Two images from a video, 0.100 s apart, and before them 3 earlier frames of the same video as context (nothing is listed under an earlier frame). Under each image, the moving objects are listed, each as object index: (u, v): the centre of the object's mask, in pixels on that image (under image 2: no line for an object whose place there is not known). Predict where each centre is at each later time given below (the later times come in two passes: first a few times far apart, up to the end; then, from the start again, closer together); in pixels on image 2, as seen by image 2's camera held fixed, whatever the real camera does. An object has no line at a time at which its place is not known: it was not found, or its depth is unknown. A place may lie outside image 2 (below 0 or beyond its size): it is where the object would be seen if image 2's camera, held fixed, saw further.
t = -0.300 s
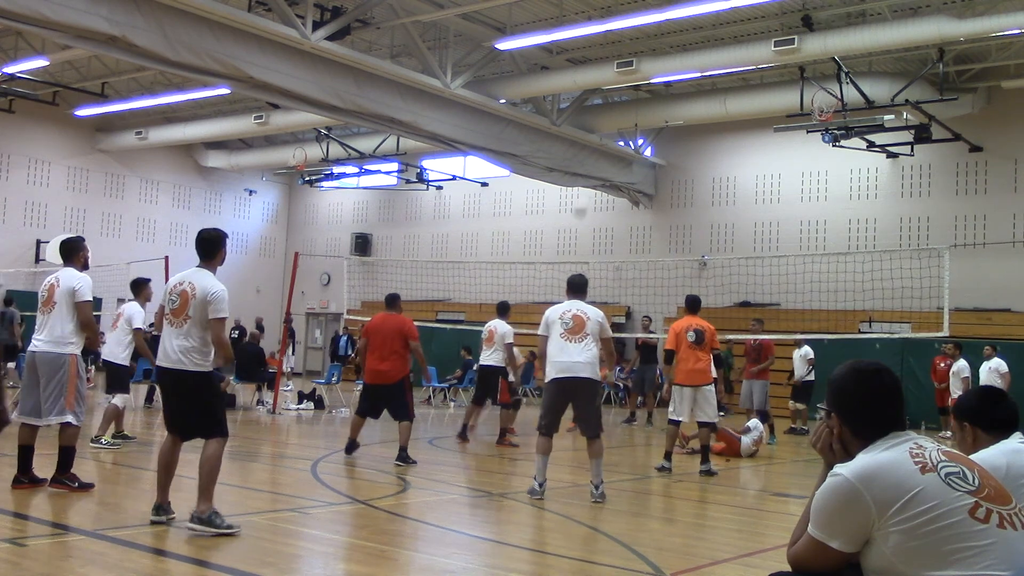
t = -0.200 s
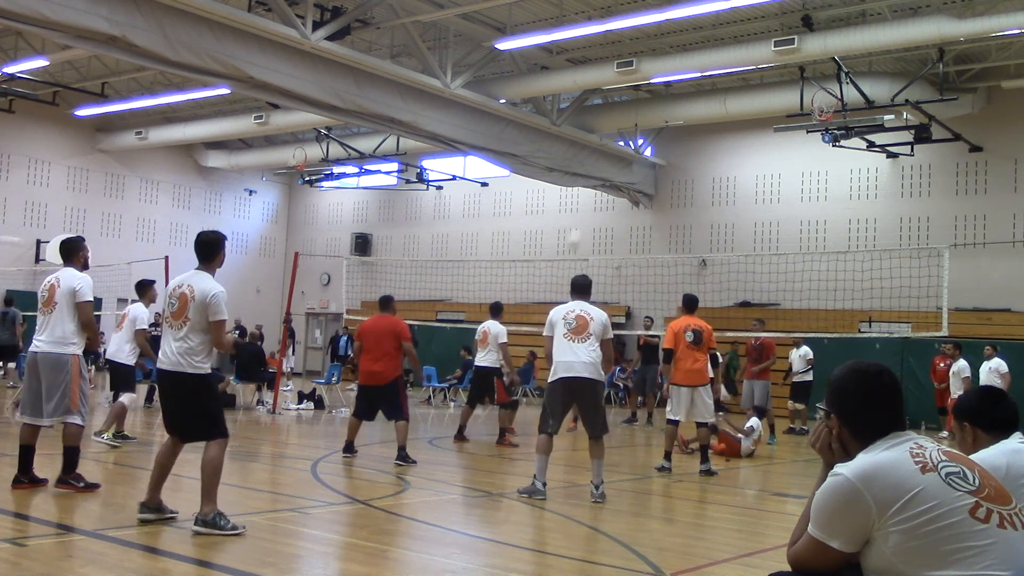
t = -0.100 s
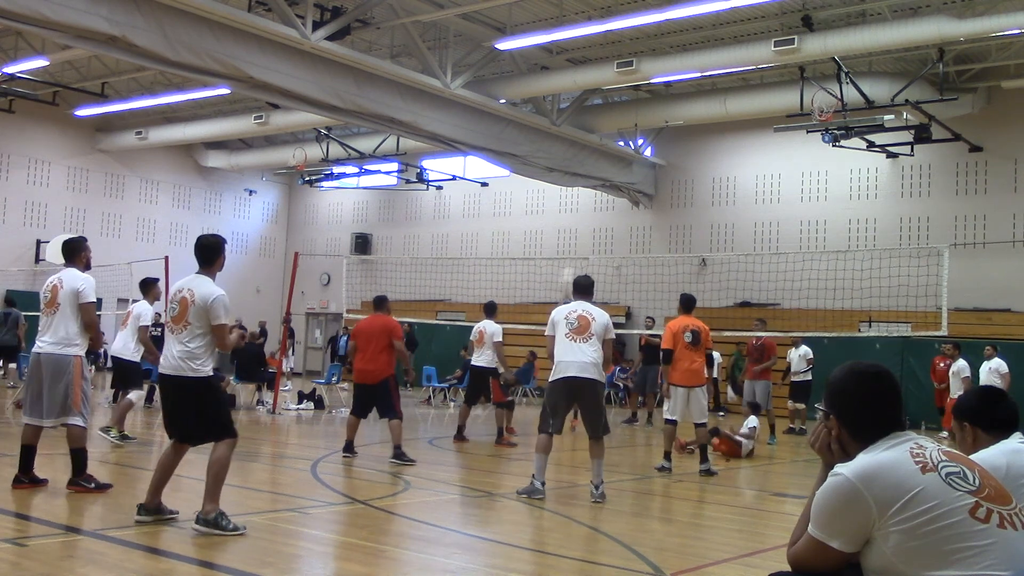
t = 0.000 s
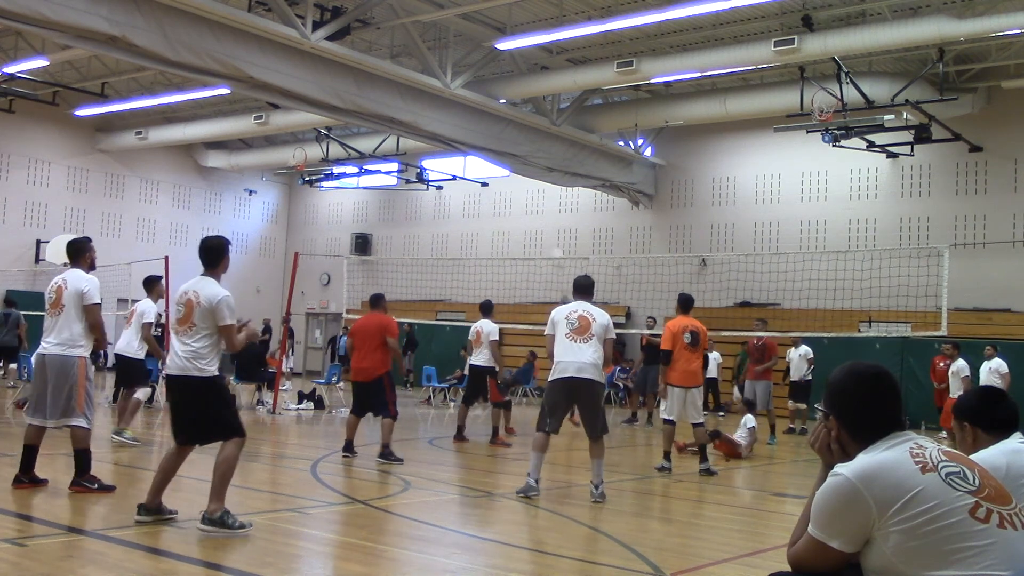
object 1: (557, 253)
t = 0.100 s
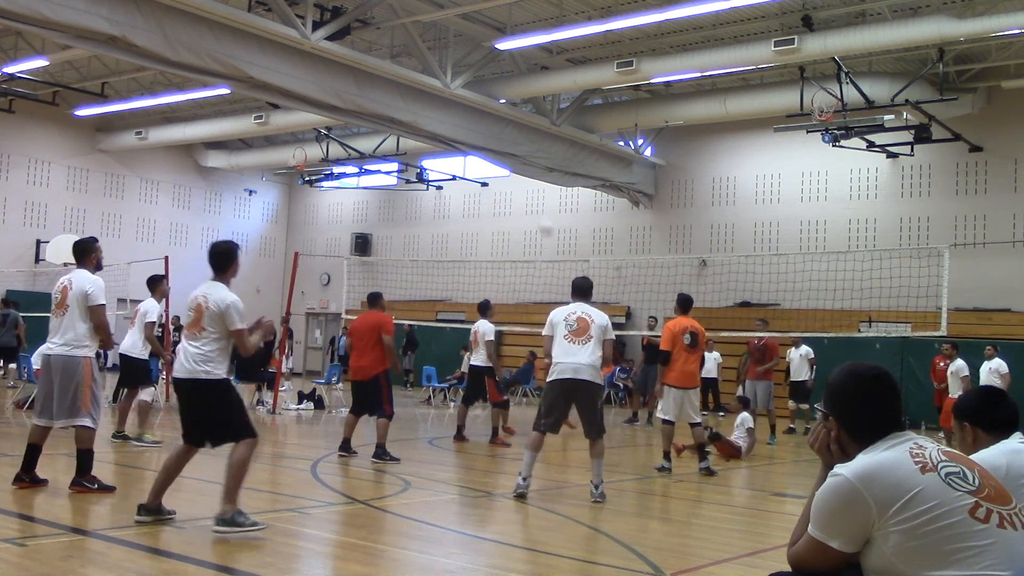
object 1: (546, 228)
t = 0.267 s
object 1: (523, 181)
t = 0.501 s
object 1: (481, 143)
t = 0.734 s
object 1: (417, 147)
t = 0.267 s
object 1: (523, 181)
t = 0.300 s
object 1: (518, 174)
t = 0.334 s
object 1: (513, 166)
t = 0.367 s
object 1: (507, 159)
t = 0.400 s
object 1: (501, 154)
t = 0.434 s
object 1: (495, 150)
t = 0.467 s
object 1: (488, 146)
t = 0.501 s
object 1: (481, 143)
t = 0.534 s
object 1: (473, 141)
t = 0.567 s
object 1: (465, 140)
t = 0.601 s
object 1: (457, 140)
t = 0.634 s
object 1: (447, 141)
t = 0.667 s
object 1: (438, 143)
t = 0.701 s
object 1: (430, 143)
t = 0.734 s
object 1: (417, 147)
